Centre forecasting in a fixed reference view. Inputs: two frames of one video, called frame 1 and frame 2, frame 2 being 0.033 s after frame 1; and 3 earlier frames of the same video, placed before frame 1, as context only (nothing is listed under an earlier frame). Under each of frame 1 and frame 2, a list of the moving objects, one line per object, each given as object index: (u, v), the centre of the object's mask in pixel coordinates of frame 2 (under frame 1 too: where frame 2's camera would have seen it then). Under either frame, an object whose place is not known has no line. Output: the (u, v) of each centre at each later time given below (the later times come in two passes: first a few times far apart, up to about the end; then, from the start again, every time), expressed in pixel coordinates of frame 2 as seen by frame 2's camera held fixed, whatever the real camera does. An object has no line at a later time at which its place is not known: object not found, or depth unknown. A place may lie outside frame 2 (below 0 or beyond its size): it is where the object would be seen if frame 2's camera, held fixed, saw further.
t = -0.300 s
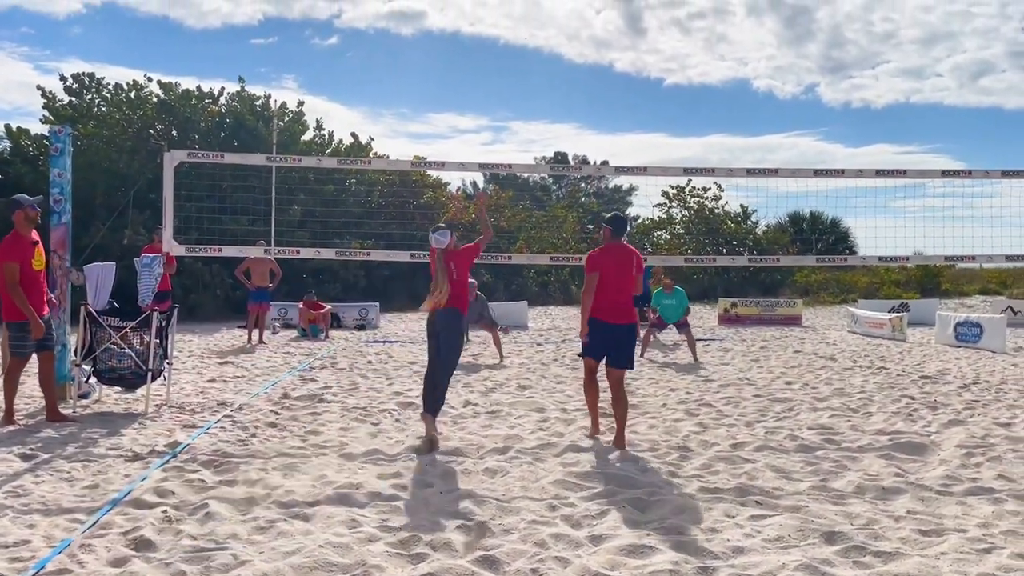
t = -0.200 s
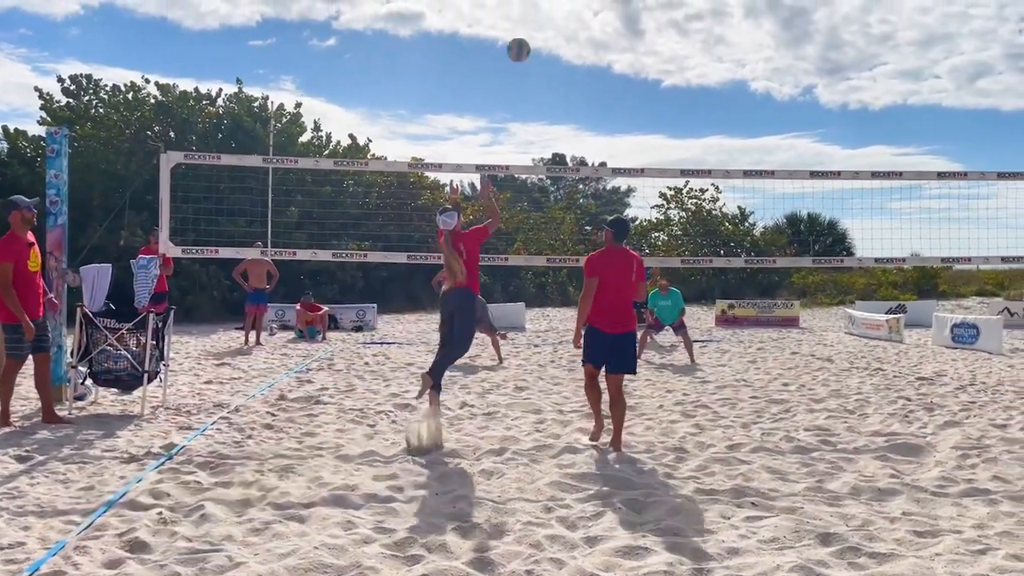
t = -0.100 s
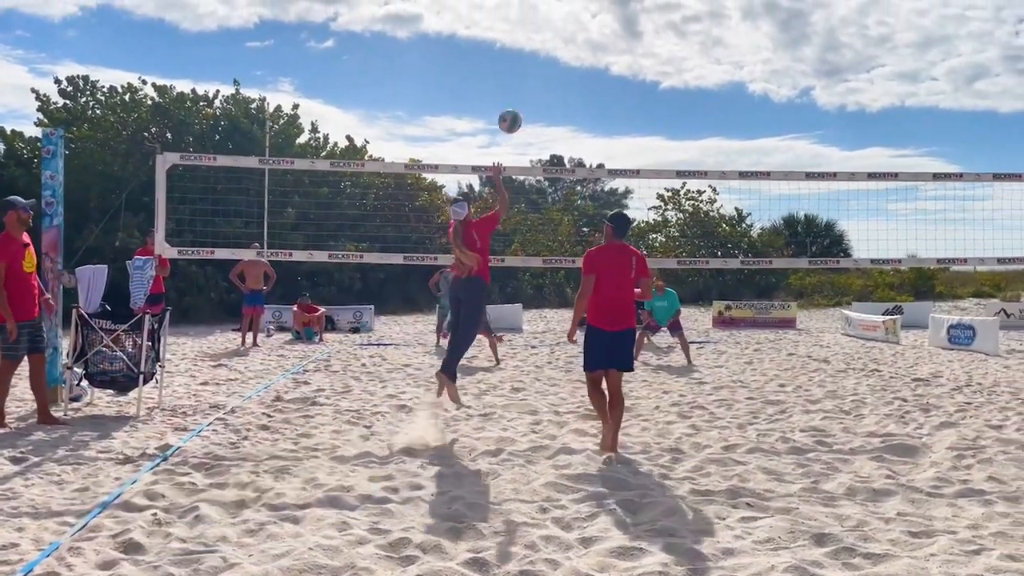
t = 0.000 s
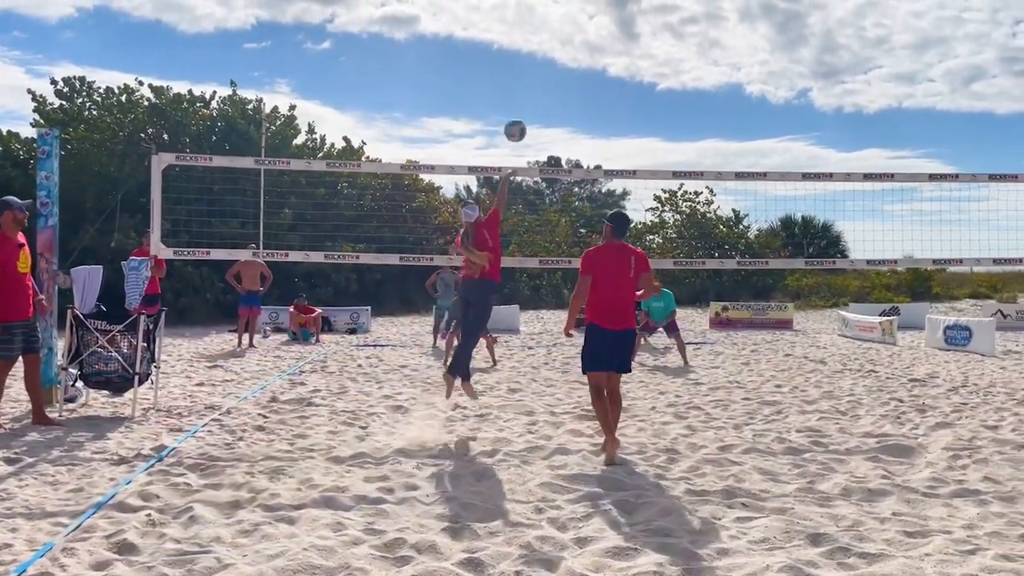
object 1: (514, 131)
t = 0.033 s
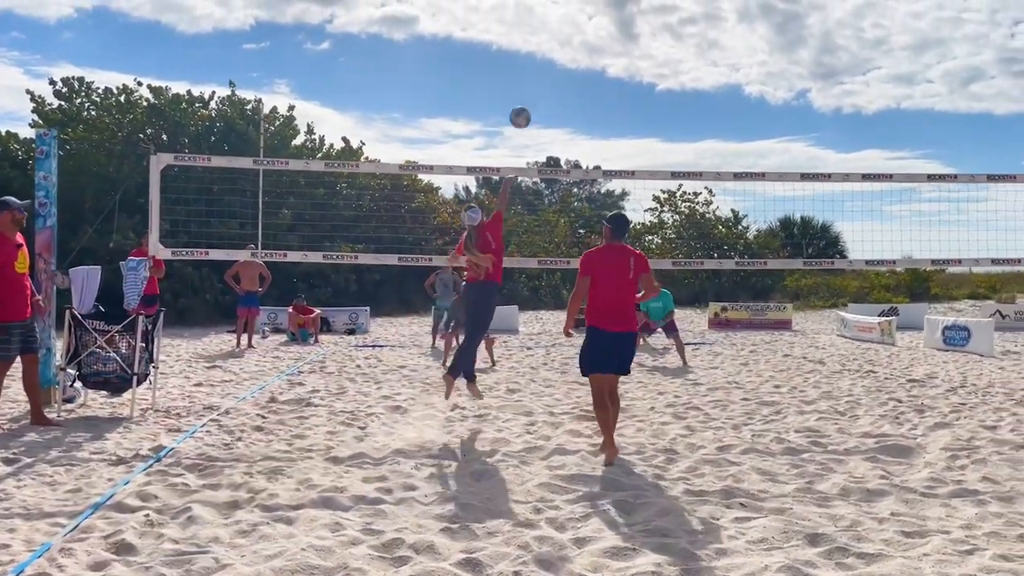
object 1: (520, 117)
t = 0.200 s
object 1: (546, 74)
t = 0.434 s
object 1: (572, 65)
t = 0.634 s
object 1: (587, 87)
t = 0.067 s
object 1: (526, 105)
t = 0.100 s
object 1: (531, 95)
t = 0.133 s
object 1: (537, 87)
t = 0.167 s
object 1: (542, 79)
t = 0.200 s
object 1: (546, 74)
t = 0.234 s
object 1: (551, 69)
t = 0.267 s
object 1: (555, 66)
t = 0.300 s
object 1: (559, 64)
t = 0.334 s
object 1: (562, 63)
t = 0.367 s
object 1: (566, 63)
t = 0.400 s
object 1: (569, 63)
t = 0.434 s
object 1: (572, 65)
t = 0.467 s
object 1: (575, 67)
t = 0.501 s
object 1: (578, 70)
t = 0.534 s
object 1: (580, 73)
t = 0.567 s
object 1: (582, 77)
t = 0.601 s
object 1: (585, 82)
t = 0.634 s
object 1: (587, 87)
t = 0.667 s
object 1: (589, 93)
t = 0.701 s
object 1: (591, 100)
